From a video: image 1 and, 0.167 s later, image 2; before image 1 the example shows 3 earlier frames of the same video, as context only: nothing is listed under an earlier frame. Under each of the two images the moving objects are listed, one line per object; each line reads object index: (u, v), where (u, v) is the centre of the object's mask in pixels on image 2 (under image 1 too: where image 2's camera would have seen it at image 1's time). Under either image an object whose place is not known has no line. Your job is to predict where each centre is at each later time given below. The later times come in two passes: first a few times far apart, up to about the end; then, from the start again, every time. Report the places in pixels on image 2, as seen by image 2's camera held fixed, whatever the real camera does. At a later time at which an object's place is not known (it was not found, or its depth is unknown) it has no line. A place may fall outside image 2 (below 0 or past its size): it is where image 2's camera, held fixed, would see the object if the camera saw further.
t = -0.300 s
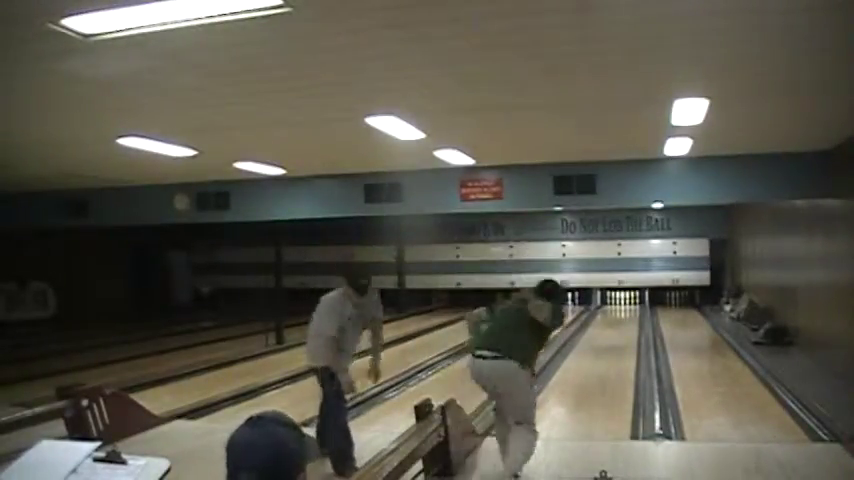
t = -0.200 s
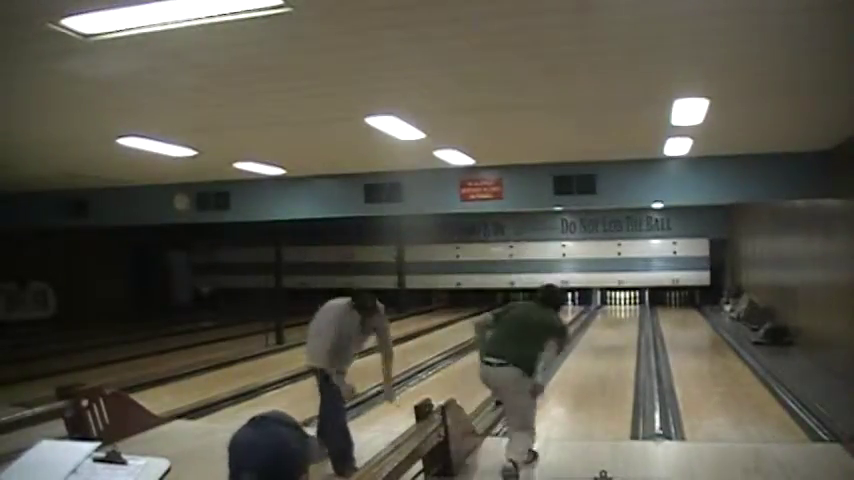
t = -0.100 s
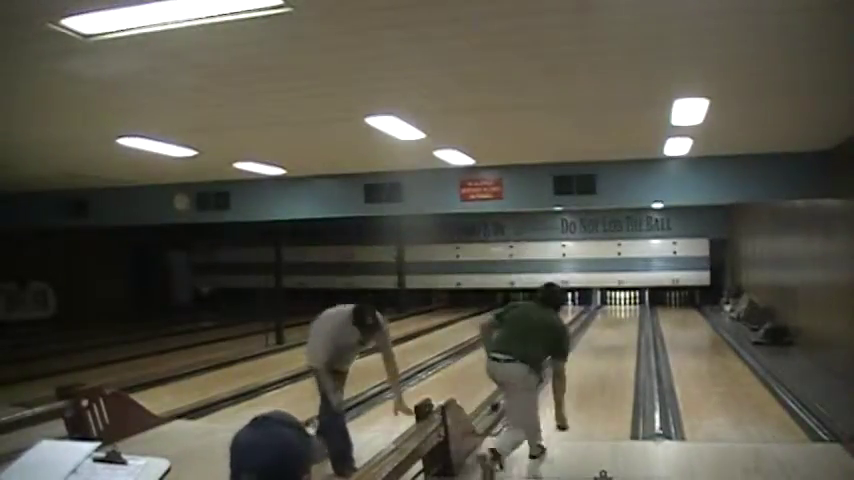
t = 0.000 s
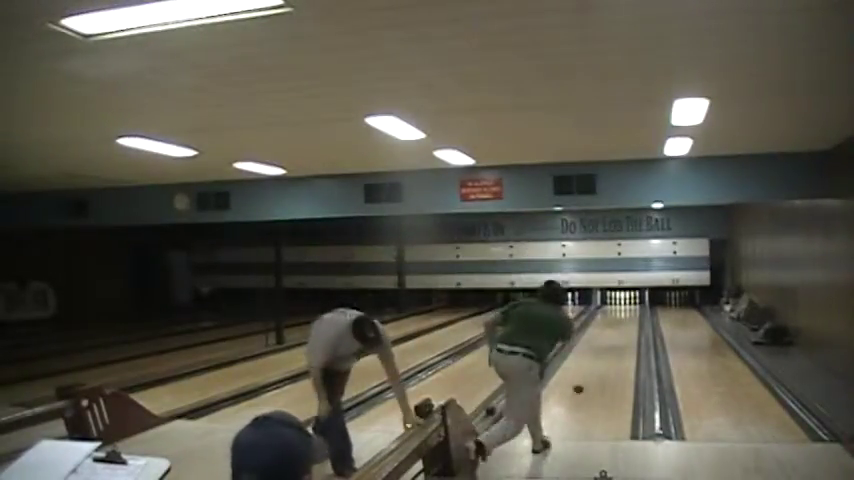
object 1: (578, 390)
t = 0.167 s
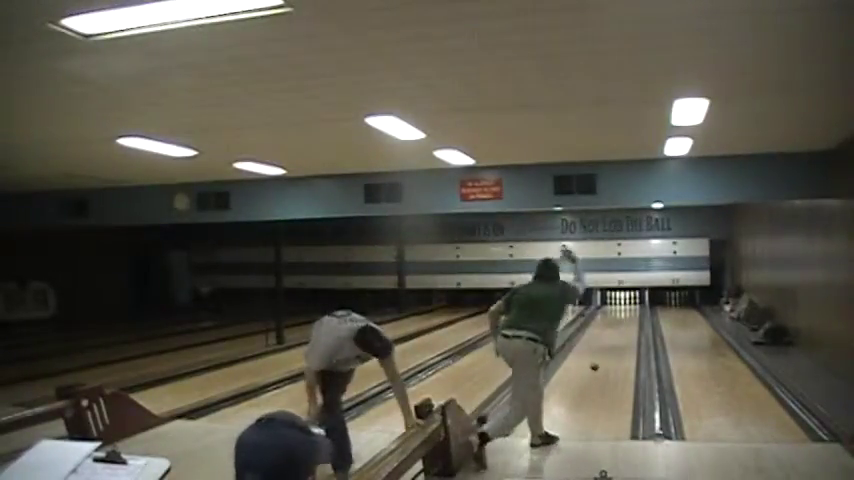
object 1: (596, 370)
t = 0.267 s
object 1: (603, 361)
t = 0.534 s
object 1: (612, 334)
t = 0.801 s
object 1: (620, 318)
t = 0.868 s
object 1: (621, 315)
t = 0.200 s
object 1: (598, 370)
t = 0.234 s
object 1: (600, 365)
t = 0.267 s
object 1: (603, 361)
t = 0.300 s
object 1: (604, 353)
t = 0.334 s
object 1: (604, 350)
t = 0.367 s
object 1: (607, 346)
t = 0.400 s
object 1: (608, 346)
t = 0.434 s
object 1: (609, 344)
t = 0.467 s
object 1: (610, 339)
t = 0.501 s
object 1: (612, 335)
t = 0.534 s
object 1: (612, 334)
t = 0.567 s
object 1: (613, 331)
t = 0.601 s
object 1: (614, 328)
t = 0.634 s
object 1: (613, 328)
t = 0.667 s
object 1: (615, 325)
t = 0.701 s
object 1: (615, 324)
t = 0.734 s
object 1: (616, 322)
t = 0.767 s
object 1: (618, 319)
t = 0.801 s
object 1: (620, 318)
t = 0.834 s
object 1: (620, 316)
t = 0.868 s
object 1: (621, 315)
